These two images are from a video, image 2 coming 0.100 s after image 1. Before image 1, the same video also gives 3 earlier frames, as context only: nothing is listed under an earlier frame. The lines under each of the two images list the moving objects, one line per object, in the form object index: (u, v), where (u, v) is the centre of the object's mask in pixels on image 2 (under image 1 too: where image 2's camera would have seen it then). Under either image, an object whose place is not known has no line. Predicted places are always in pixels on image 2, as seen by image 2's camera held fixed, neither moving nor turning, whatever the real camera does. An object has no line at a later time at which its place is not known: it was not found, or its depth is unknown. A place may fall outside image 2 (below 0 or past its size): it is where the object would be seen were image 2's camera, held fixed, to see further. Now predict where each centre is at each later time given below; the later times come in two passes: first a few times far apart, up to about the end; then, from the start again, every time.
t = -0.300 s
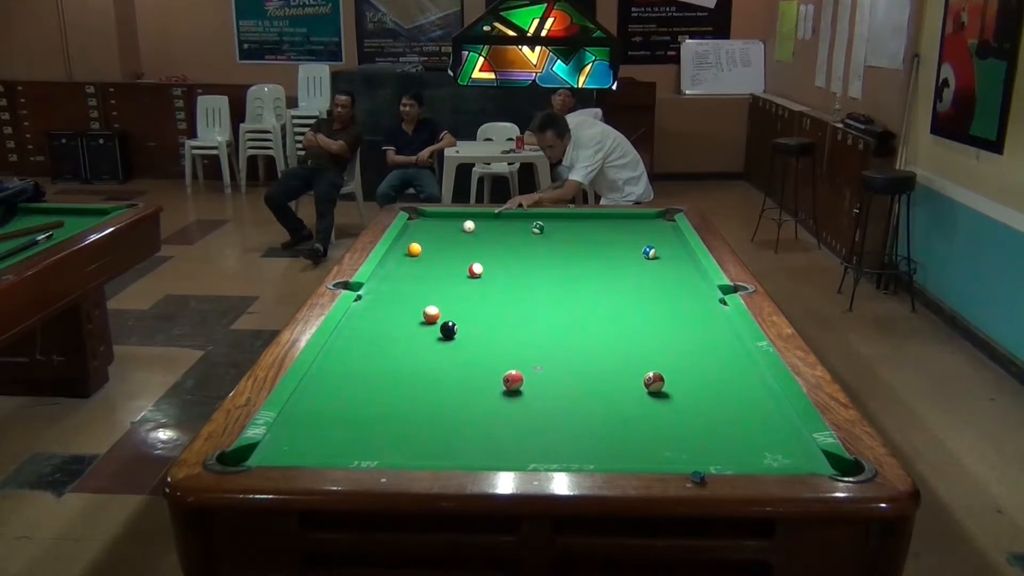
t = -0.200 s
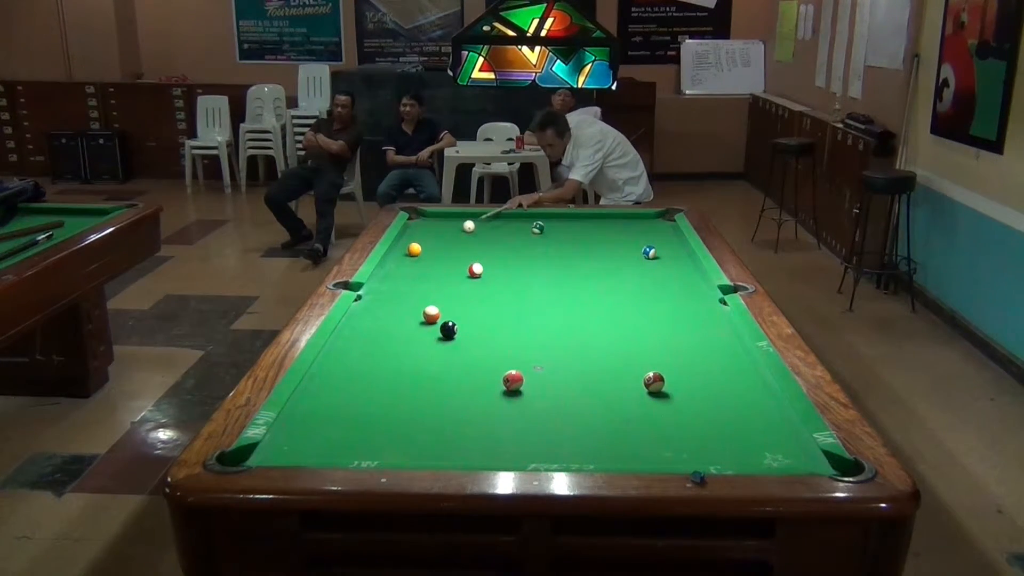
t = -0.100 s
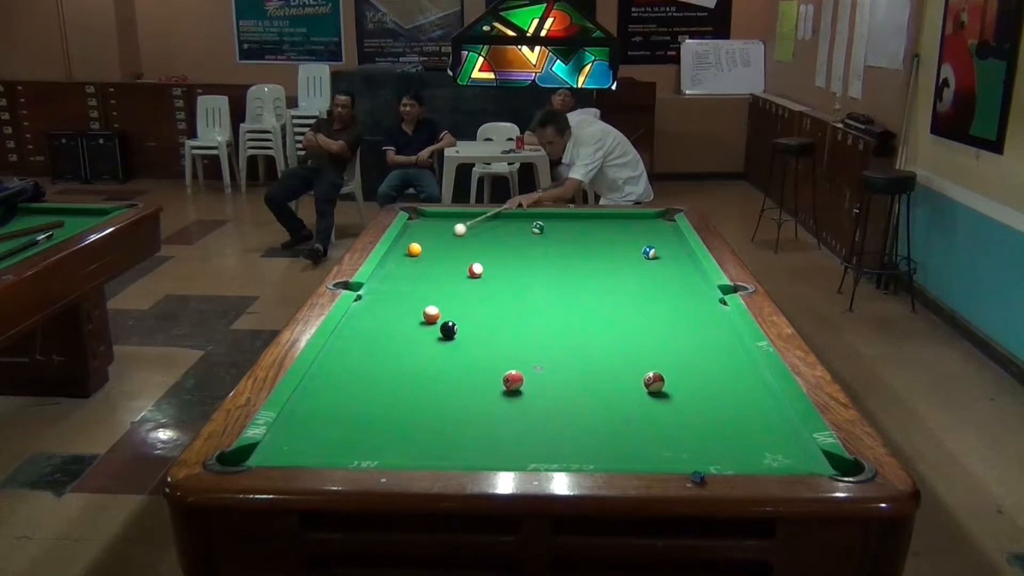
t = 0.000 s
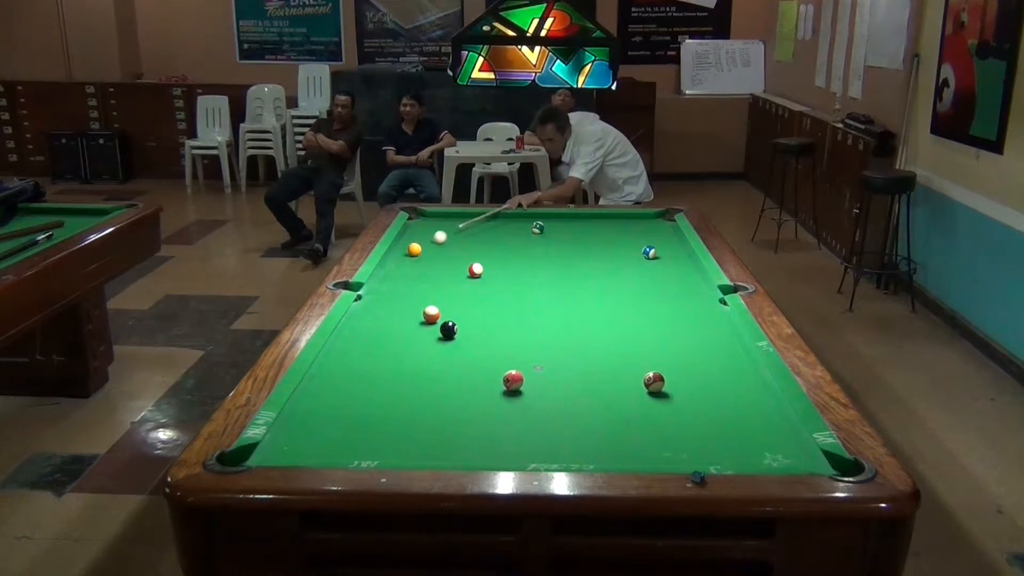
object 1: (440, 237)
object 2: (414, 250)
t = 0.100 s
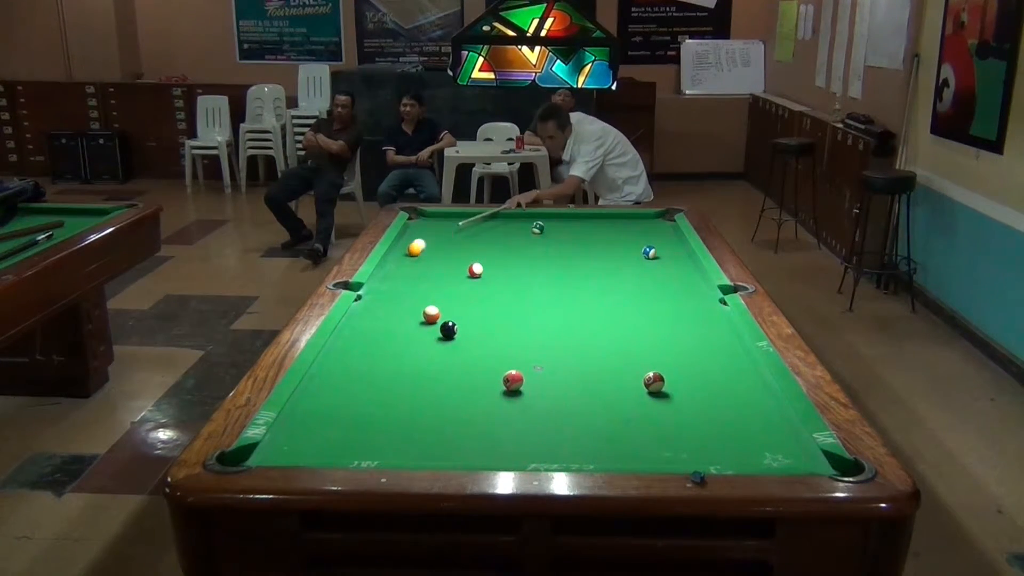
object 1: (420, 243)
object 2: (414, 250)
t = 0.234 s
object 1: (396, 247)
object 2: (407, 259)
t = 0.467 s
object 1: (413, 249)
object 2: (396, 274)
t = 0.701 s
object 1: (429, 250)
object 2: (383, 291)
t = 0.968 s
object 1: (447, 253)
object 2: (367, 311)
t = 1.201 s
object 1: (461, 254)
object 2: (352, 331)
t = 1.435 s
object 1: (475, 255)
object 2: (334, 353)
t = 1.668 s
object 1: (489, 257)
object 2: (315, 378)
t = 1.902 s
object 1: (501, 259)
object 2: (298, 405)
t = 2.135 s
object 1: (512, 260)
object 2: (281, 435)
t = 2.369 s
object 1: (523, 262)
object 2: (259, 460)
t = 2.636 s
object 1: (533, 263)
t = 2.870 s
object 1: (542, 264)
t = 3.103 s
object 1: (549, 264)
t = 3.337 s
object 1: (555, 265)
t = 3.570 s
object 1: (560, 265)
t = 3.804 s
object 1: (565, 265)
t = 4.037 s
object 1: (568, 266)
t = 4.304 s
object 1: (571, 266)
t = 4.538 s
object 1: (572, 266)
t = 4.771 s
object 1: (572, 266)
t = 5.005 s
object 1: (572, 266)
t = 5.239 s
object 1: (572, 266)
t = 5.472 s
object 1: (572, 266)
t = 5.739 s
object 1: (572, 266)
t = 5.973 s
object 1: (572, 266)
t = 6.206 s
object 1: (572, 266)
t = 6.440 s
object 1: (572, 266)
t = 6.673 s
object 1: (572, 266)
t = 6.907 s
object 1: (572, 266)
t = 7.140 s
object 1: (572, 266)
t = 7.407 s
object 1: (572, 266)
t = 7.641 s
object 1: (572, 266)
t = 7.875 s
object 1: (572, 266)
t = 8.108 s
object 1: (572, 266)
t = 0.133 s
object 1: (413, 243)
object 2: (412, 252)
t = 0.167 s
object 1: (407, 245)
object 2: (411, 255)
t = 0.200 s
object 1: (401, 246)
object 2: (409, 257)
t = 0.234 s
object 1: (396, 247)
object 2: (407, 259)
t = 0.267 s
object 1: (398, 247)
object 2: (405, 261)
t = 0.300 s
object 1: (401, 247)
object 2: (404, 264)
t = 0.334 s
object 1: (403, 248)
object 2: (402, 266)
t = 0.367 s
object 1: (406, 248)
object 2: (401, 268)
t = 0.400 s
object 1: (408, 248)
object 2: (399, 270)
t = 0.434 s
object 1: (411, 248)
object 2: (397, 272)
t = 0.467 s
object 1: (413, 249)
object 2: (396, 274)
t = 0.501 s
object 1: (415, 249)
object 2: (394, 277)
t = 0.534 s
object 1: (418, 249)
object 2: (392, 279)
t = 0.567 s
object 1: (420, 250)
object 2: (391, 281)
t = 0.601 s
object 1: (422, 250)
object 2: (389, 283)
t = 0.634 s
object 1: (425, 250)
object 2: (387, 286)
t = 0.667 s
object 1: (427, 250)
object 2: (385, 288)
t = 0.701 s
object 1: (429, 250)
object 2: (383, 291)
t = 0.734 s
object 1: (431, 251)
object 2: (381, 293)
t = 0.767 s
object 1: (434, 251)
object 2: (379, 295)
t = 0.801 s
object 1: (436, 251)
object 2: (377, 298)
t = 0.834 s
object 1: (438, 252)
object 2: (375, 300)
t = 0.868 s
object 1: (440, 252)
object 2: (373, 303)
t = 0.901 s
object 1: (442, 252)
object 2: (371, 306)
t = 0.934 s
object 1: (444, 252)
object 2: (369, 308)
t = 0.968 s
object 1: (447, 253)
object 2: (367, 311)
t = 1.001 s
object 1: (449, 253)
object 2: (365, 314)
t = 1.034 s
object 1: (451, 253)
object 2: (363, 316)
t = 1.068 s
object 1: (453, 253)
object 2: (361, 319)
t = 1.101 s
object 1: (455, 253)
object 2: (358, 322)
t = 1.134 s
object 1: (457, 254)
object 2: (356, 325)
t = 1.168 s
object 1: (459, 254)
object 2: (354, 328)
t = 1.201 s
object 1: (461, 254)
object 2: (352, 331)
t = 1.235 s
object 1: (463, 254)
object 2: (349, 334)
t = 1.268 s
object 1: (465, 254)
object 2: (347, 337)
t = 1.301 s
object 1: (467, 255)
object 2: (344, 340)
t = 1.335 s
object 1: (469, 255)
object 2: (342, 343)
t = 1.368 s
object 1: (471, 255)
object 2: (340, 347)
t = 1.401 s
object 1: (473, 255)
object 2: (337, 350)
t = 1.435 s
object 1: (475, 255)
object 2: (334, 353)
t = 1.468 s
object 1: (477, 256)
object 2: (332, 357)
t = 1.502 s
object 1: (479, 256)
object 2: (329, 360)
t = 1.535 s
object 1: (481, 256)
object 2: (327, 364)
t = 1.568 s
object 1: (483, 256)
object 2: (324, 367)
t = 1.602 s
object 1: (485, 257)
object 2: (321, 371)
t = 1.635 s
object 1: (487, 257)
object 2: (318, 374)
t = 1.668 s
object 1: (489, 257)
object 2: (315, 378)
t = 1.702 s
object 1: (490, 257)
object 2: (313, 382)
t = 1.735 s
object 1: (492, 258)
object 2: (310, 385)
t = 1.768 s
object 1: (494, 258)
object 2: (307, 389)
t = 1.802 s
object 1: (496, 258)
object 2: (304, 393)
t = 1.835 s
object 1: (497, 258)
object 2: (302, 397)
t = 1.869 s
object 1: (499, 259)
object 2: (300, 401)
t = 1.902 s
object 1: (501, 259)
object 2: (298, 405)
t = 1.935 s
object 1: (502, 259)
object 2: (295, 409)
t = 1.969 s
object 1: (504, 259)
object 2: (293, 413)
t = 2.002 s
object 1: (506, 259)
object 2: (290, 417)
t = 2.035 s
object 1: (507, 260)
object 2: (288, 421)
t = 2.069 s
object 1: (509, 260)
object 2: (286, 426)
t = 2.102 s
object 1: (511, 260)
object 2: (283, 430)
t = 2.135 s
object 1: (512, 260)
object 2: (281, 435)
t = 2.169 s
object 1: (514, 261)
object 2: (278, 440)
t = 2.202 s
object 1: (515, 261)
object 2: (276, 444)
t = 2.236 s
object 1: (517, 261)
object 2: (272, 449)
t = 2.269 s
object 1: (518, 261)
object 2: (269, 452)
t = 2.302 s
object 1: (520, 261)
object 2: (267, 455)
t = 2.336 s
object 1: (521, 261)
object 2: (263, 458)
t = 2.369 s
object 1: (523, 262)
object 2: (259, 460)
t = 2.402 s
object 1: (524, 262)
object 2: (253, 462)
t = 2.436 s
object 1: (525, 262)
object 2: (248, 465)
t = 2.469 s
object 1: (527, 262)
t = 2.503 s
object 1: (528, 262)
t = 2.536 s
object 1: (529, 262)
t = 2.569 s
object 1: (531, 263)
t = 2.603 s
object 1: (532, 263)
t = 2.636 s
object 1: (533, 263)
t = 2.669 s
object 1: (534, 263)
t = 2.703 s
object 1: (536, 263)
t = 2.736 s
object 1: (537, 263)
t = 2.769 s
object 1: (538, 263)
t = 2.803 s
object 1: (539, 264)
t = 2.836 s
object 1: (540, 264)
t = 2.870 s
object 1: (542, 264)
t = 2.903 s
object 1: (543, 264)
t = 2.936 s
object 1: (544, 264)
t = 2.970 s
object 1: (545, 264)
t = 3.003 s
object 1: (546, 264)
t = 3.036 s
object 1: (547, 264)
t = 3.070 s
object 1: (548, 264)
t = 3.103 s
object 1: (549, 264)
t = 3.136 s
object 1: (550, 264)
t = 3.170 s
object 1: (551, 264)
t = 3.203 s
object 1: (552, 265)
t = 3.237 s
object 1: (553, 265)
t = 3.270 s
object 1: (553, 265)
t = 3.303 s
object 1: (554, 265)
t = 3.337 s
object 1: (555, 265)
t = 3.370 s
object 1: (556, 265)
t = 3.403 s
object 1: (557, 265)
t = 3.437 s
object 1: (558, 265)
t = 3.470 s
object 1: (558, 265)
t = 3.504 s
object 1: (559, 265)
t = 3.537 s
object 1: (560, 265)
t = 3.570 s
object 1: (560, 265)
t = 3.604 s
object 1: (561, 265)
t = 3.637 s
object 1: (562, 265)
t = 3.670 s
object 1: (562, 265)
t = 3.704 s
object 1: (563, 265)
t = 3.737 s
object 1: (564, 265)
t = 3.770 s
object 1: (564, 265)
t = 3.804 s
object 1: (565, 265)
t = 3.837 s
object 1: (565, 265)
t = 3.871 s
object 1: (566, 266)
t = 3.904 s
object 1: (566, 266)
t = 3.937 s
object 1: (567, 266)
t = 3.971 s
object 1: (567, 266)
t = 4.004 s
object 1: (568, 266)
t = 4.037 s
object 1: (568, 266)
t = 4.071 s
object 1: (569, 266)
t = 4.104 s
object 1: (569, 266)
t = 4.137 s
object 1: (569, 266)
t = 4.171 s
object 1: (570, 266)
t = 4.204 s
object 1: (570, 266)
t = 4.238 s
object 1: (570, 266)
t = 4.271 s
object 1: (571, 266)
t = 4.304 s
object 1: (571, 266)
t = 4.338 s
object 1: (571, 266)
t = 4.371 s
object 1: (571, 266)
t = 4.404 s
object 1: (571, 266)
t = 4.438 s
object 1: (572, 266)
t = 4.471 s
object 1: (572, 266)
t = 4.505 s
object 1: (572, 266)
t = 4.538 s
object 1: (572, 266)
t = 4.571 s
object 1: (572, 266)
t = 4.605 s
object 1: (572, 266)
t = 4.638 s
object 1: (572, 266)
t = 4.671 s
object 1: (572, 266)
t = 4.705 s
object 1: (572, 266)
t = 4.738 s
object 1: (572, 266)
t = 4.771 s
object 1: (572, 266)
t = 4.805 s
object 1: (572, 266)
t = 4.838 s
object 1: (572, 266)
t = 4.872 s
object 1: (572, 266)
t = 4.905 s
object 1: (572, 266)
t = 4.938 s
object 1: (572, 266)
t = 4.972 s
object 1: (572, 266)
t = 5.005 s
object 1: (572, 266)
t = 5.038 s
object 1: (572, 266)
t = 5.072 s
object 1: (572, 266)
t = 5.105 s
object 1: (572, 266)
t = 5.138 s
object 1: (572, 266)
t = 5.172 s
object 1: (572, 266)
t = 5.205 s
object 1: (572, 266)
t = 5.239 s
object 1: (572, 266)
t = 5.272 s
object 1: (572, 266)
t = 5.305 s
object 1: (572, 266)
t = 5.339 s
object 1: (572, 266)
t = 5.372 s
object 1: (572, 266)
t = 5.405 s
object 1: (572, 266)
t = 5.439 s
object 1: (572, 266)
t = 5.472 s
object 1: (572, 266)
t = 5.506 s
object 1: (572, 266)
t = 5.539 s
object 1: (572, 266)
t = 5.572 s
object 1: (572, 266)
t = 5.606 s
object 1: (572, 266)
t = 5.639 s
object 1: (572, 266)
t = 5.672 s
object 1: (572, 266)
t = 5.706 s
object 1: (572, 266)
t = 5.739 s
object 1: (572, 266)
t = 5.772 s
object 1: (572, 266)
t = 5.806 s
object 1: (572, 266)
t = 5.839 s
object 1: (572, 266)
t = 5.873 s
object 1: (572, 266)
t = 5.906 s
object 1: (572, 266)
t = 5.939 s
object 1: (572, 266)
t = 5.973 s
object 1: (572, 266)
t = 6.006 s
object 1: (572, 266)
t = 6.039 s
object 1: (572, 266)
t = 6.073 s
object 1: (572, 266)
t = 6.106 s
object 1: (572, 266)
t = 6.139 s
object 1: (572, 266)
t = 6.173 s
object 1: (572, 266)
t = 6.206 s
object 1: (572, 266)
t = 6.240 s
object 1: (572, 266)
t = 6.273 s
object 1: (572, 266)
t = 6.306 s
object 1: (572, 266)
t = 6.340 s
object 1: (572, 266)
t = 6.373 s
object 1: (572, 266)
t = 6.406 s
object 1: (572, 266)
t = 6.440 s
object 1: (572, 266)
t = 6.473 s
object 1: (572, 266)
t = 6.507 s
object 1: (572, 266)
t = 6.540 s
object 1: (572, 266)
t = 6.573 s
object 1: (572, 266)
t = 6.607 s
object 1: (572, 266)
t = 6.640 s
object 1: (572, 266)
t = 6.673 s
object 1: (572, 266)
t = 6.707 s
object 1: (572, 266)
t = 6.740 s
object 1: (572, 266)
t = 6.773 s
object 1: (572, 266)
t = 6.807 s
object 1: (572, 266)
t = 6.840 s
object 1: (572, 266)
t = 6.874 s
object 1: (572, 266)
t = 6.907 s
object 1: (572, 266)
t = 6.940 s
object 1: (572, 266)
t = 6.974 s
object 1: (572, 266)
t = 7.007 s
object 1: (572, 266)
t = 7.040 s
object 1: (572, 266)
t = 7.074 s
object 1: (572, 266)
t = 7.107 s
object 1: (572, 266)
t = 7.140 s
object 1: (572, 266)
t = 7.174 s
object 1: (572, 266)
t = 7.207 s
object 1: (572, 266)
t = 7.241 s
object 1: (572, 266)
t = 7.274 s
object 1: (572, 266)
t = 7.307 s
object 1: (572, 266)
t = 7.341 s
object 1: (572, 266)
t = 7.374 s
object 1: (572, 266)
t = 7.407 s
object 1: (572, 266)
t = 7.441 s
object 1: (572, 266)
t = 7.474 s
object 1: (572, 266)
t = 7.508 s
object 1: (572, 266)
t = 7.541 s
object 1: (572, 266)
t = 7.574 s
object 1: (572, 266)
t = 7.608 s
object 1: (572, 266)
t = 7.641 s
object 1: (572, 266)
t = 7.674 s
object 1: (572, 266)
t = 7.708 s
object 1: (572, 266)
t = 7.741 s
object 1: (572, 266)
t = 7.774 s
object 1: (572, 266)
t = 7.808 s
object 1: (572, 266)
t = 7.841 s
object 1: (572, 266)
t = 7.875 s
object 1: (572, 266)
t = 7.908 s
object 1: (572, 266)
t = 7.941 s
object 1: (572, 266)
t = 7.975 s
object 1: (572, 266)
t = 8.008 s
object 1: (572, 266)
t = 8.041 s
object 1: (572, 266)
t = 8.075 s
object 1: (572, 266)
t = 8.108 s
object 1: (572, 266)
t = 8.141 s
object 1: (572, 266)
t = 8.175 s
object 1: (572, 266)
